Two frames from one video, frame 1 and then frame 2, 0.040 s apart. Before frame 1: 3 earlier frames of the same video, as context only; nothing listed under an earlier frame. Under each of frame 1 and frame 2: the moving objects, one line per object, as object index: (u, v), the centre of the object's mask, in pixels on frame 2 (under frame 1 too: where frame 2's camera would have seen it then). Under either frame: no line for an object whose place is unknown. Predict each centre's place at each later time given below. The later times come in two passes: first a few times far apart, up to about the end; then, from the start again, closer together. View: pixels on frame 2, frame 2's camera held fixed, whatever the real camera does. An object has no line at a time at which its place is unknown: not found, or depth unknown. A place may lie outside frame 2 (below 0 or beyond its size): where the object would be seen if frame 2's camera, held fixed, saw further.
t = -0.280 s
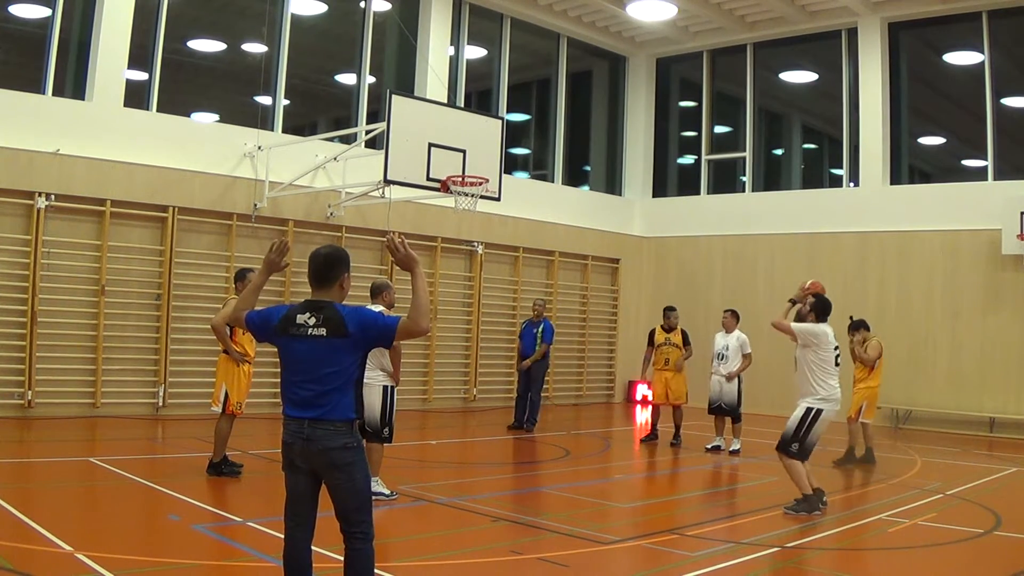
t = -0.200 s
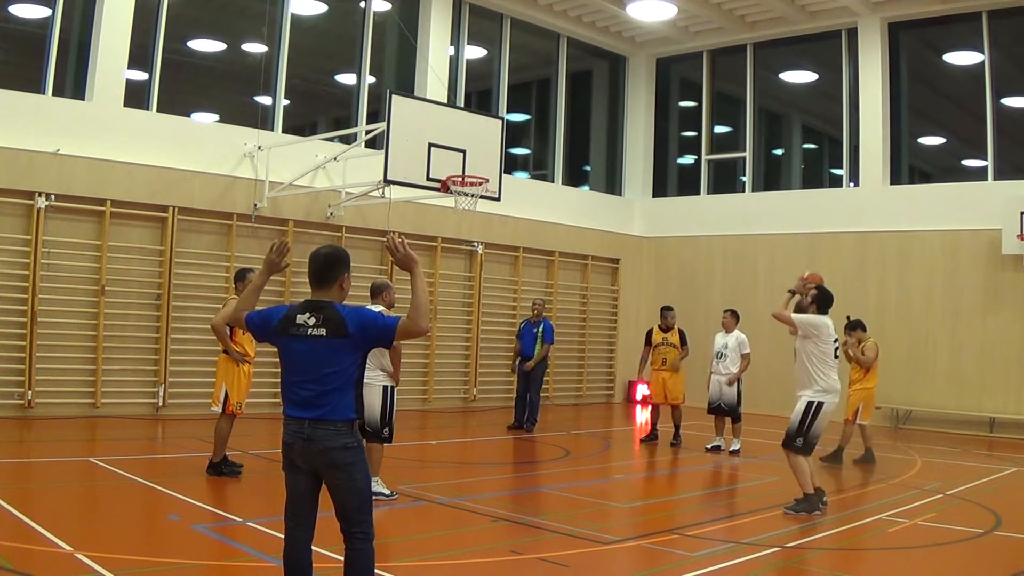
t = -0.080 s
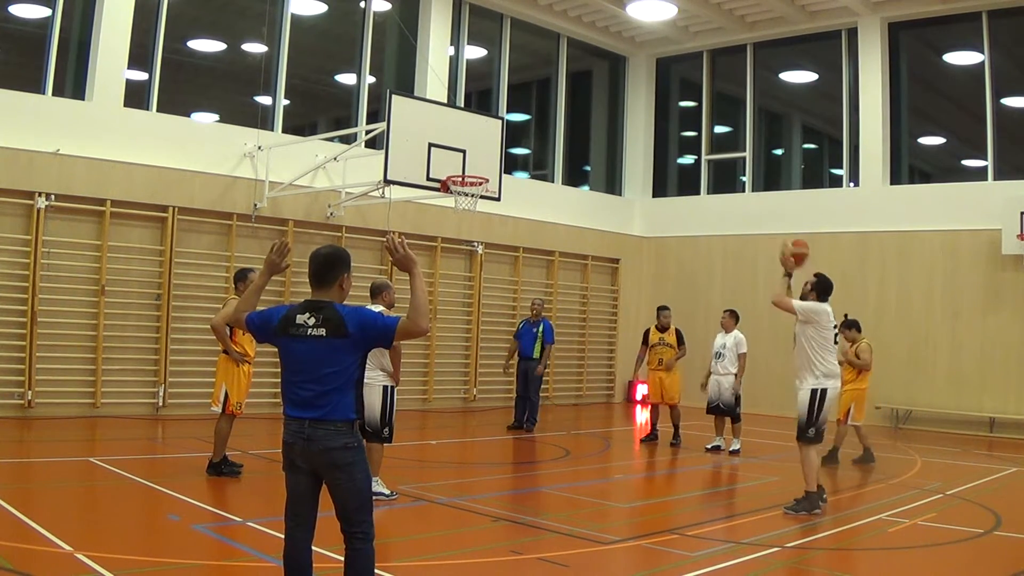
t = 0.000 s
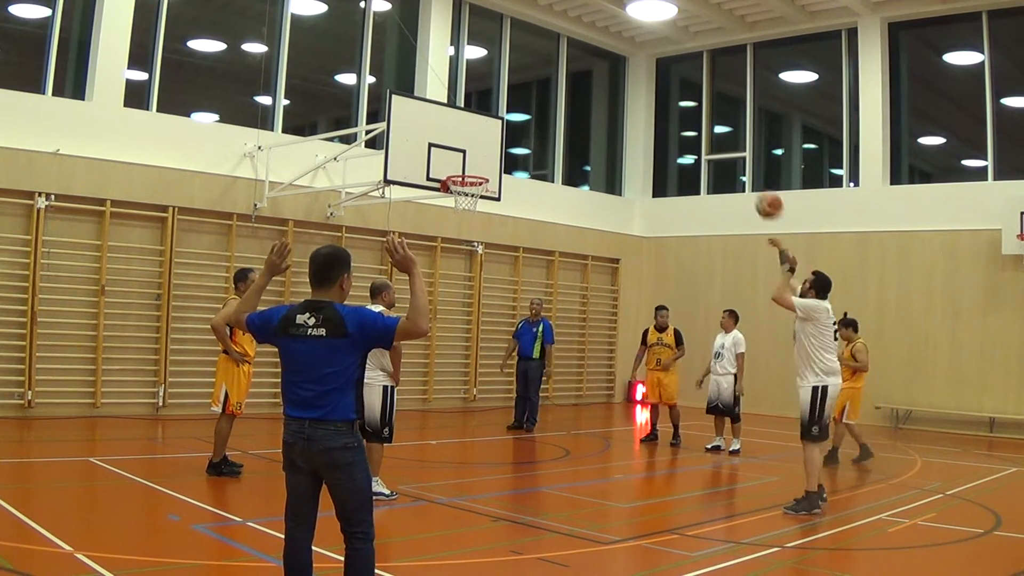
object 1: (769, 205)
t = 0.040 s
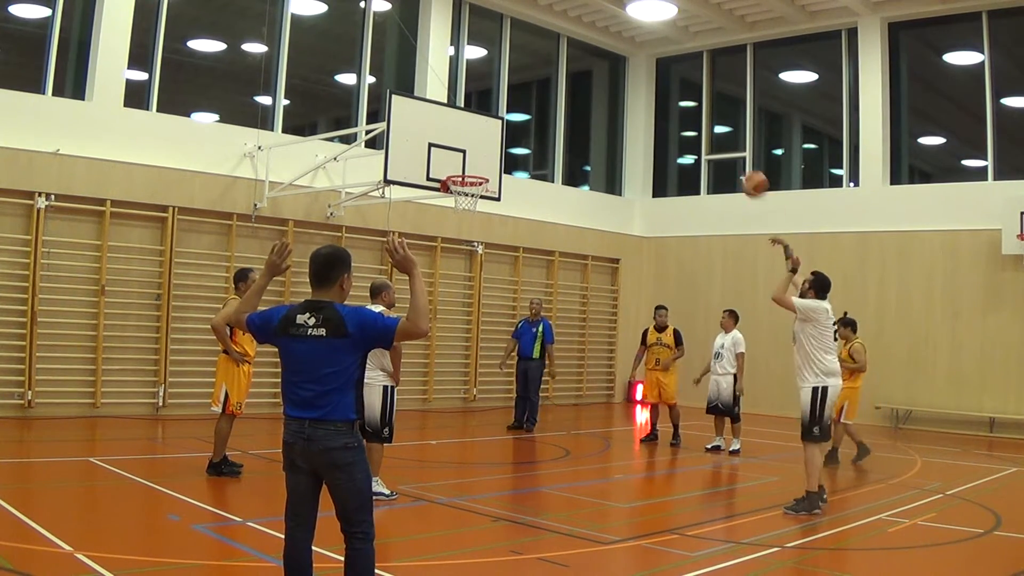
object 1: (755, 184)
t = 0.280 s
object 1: (671, 103)
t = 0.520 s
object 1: (599, 86)
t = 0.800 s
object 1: (524, 133)
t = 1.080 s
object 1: (526, 154)
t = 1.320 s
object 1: (572, 163)
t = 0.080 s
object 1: (739, 165)
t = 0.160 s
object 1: (712, 135)
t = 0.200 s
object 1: (697, 121)
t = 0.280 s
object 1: (671, 103)
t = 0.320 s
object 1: (660, 97)
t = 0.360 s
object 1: (647, 91)
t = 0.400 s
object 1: (633, 88)
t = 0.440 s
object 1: (622, 85)
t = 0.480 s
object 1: (611, 85)
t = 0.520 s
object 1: (599, 86)
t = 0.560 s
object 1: (588, 90)
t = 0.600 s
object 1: (577, 94)
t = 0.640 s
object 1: (566, 99)
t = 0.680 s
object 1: (555, 106)
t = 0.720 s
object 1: (544, 113)
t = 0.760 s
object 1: (535, 123)
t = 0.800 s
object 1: (524, 133)
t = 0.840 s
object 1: (514, 144)
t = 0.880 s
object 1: (504, 158)
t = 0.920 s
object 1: (495, 171)
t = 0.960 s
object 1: (501, 167)
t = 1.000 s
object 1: (509, 161)
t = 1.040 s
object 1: (517, 157)
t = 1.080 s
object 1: (526, 154)
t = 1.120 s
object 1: (534, 151)
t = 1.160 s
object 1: (542, 151)
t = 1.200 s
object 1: (548, 152)
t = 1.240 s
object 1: (557, 154)
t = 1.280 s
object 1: (565, 158)
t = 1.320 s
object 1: (572, 163)
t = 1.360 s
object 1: (579, 169)
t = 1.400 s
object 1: (586, 176)
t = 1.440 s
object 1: (594, 185)
